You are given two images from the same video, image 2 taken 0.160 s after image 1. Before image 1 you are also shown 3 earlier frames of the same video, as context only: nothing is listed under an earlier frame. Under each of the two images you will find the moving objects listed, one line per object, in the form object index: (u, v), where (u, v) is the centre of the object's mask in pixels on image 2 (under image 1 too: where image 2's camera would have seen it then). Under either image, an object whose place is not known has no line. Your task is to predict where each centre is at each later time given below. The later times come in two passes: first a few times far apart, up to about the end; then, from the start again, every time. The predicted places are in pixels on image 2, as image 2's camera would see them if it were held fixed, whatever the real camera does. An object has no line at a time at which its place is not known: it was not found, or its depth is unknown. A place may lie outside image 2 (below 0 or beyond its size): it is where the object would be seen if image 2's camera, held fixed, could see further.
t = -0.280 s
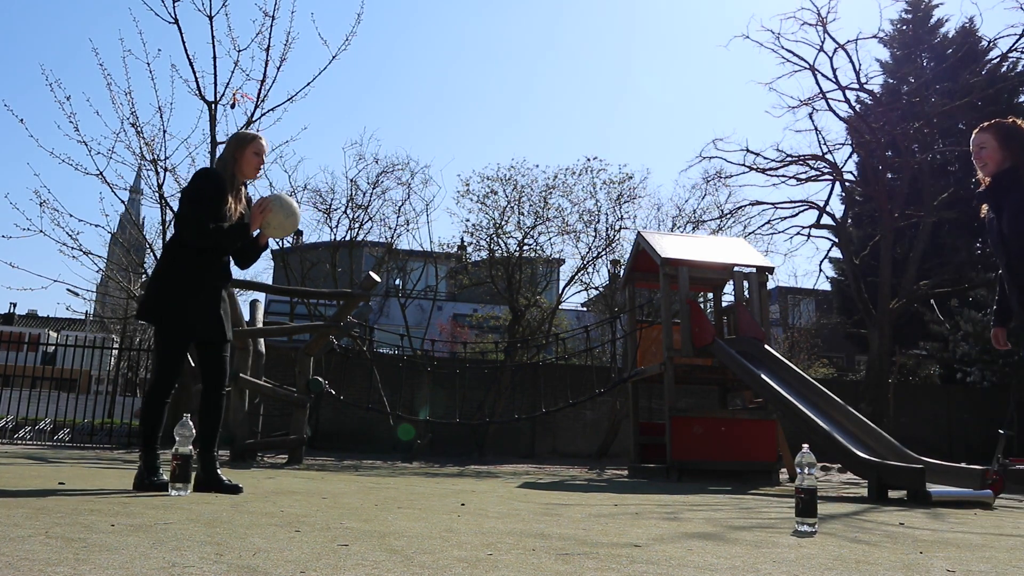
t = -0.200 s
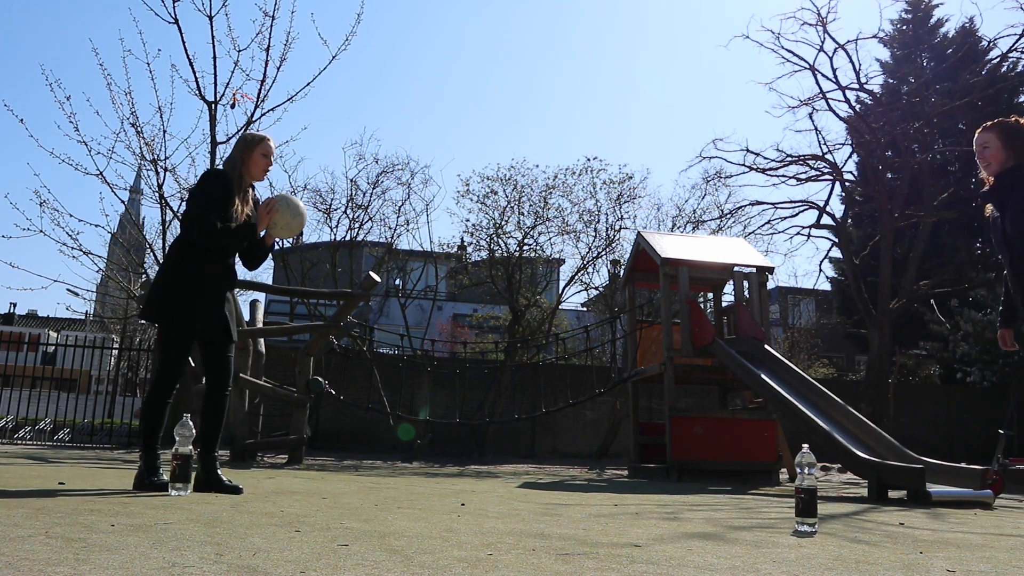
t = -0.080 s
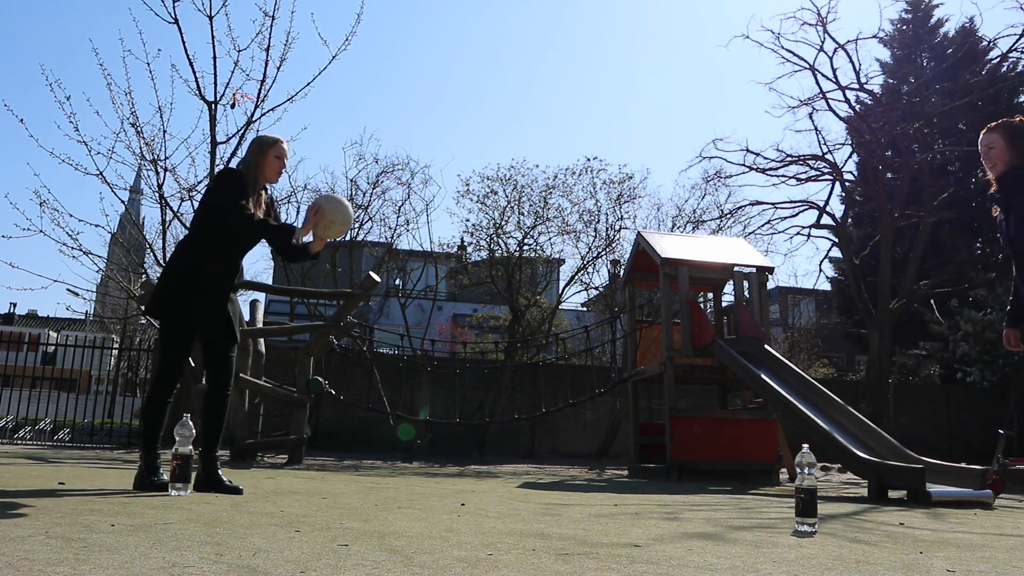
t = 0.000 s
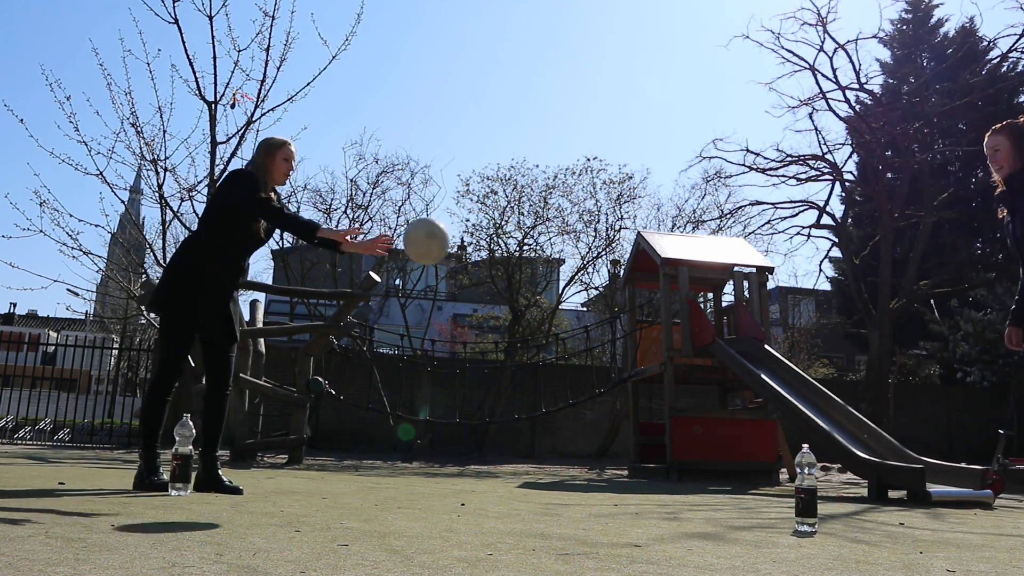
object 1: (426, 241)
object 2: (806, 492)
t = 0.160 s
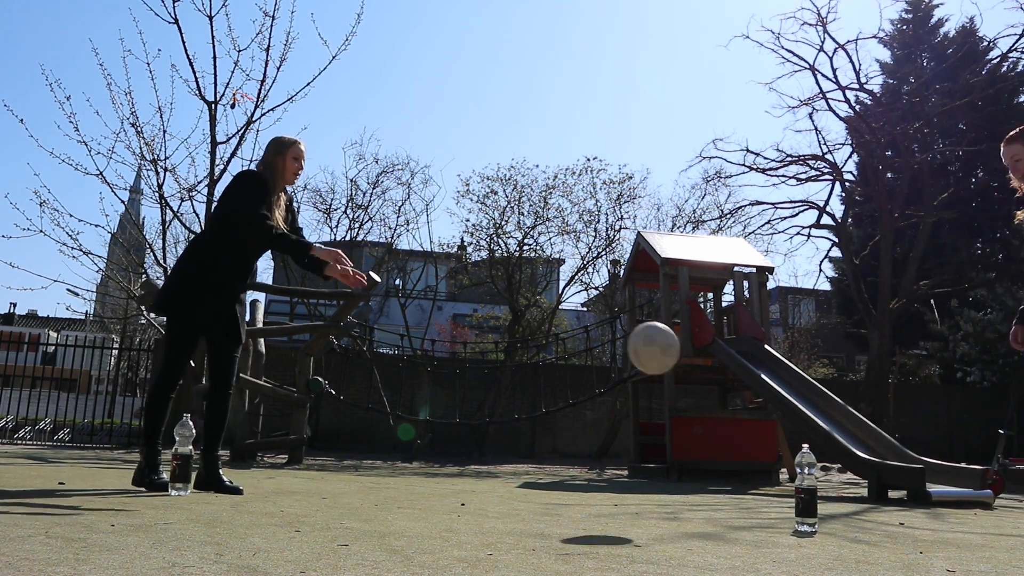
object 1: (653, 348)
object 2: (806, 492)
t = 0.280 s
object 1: (807, 442)
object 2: (821, 492)
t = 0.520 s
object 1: (884, 439)
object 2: (895, 527)
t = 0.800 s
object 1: (948, 476)
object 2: (919, 527)
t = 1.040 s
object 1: (966, 513)
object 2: (906, 527)
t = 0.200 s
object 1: (715, 387)
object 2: (806, 492)
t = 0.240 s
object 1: (778, 430)
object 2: (806, 493)
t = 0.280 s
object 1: (807, 442)
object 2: (821, 492)
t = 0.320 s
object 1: (819, 432)
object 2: (835, 499)
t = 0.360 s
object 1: (831, 426)
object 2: (853, 506)
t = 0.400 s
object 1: (844, 423)
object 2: (868, 514)
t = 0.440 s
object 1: (857, 424)
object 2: (879, 518)
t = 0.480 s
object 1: (870, 430)
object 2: (890, 524)
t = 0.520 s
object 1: (884, 439)
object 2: (895, 527)
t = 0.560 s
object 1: (899, 453)
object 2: (902, 527)
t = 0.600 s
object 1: (914, 472)
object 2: (908, 528)
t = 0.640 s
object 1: (930, 496)
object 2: (910, 529)
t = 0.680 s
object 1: (943, 516)
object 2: (893, 527)
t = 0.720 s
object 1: (944, 499)
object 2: (913, 529)
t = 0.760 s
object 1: (946, 485)
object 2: (918, 528)
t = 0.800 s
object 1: (948, 476)
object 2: (919, 527)
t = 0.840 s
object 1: (950, 471)
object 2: (918, 527)
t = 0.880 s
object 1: (952, 470)
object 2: (918, 527)
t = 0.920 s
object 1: (955, 474)
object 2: (919, 527)
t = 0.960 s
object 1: (958, 482)
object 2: (918, 527)
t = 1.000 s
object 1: (962, 495)
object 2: (917, 528)
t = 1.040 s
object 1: (966, 513)
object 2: (906, 527)
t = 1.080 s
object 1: (969, 513)
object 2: (908, 527)
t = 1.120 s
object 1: (972, 502)
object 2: (915, 528)
